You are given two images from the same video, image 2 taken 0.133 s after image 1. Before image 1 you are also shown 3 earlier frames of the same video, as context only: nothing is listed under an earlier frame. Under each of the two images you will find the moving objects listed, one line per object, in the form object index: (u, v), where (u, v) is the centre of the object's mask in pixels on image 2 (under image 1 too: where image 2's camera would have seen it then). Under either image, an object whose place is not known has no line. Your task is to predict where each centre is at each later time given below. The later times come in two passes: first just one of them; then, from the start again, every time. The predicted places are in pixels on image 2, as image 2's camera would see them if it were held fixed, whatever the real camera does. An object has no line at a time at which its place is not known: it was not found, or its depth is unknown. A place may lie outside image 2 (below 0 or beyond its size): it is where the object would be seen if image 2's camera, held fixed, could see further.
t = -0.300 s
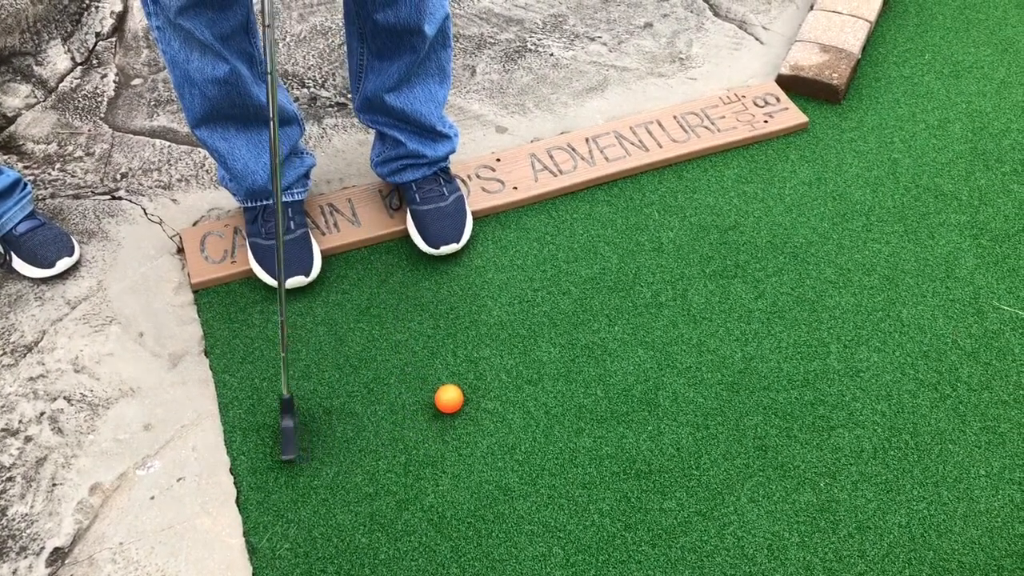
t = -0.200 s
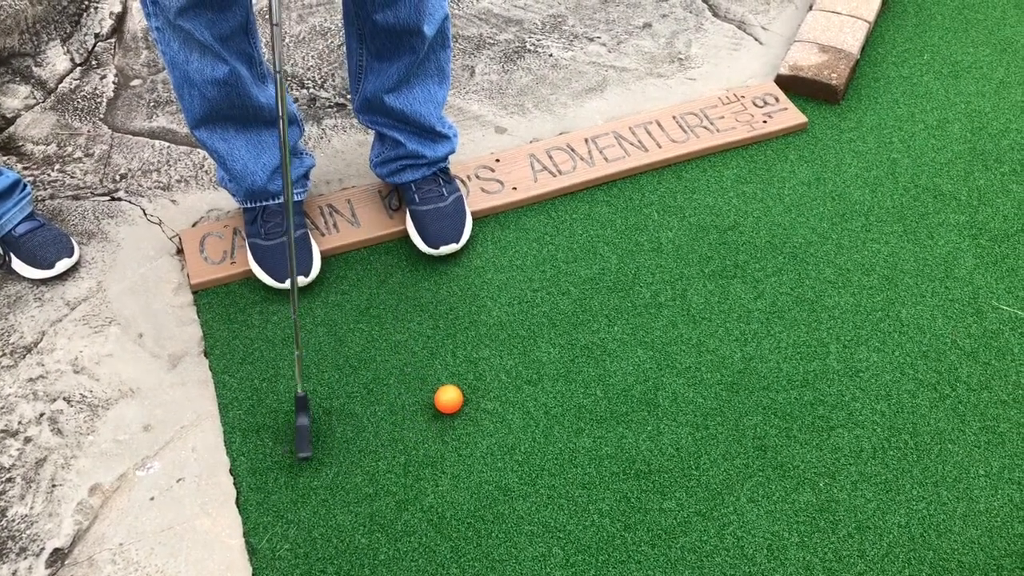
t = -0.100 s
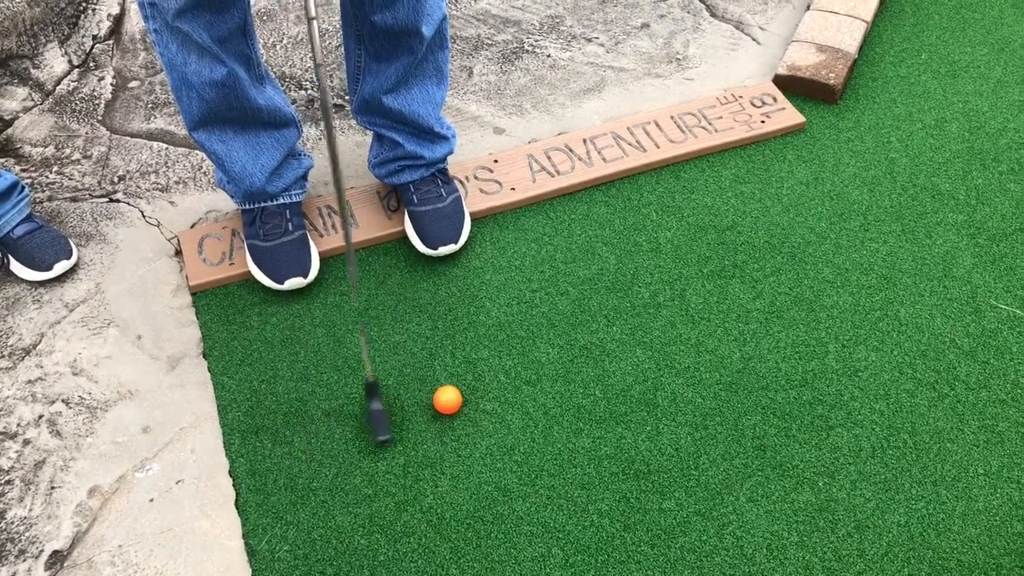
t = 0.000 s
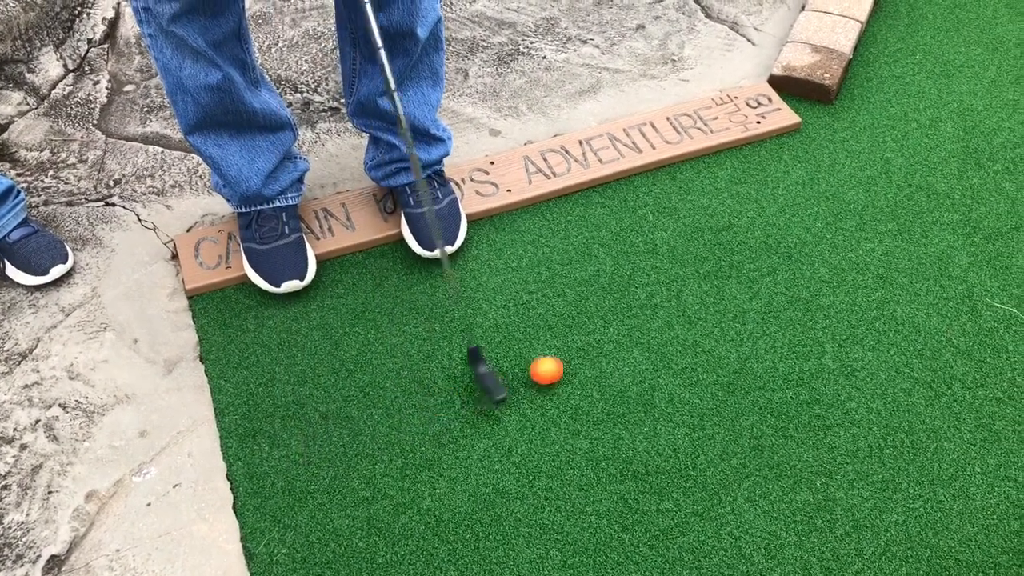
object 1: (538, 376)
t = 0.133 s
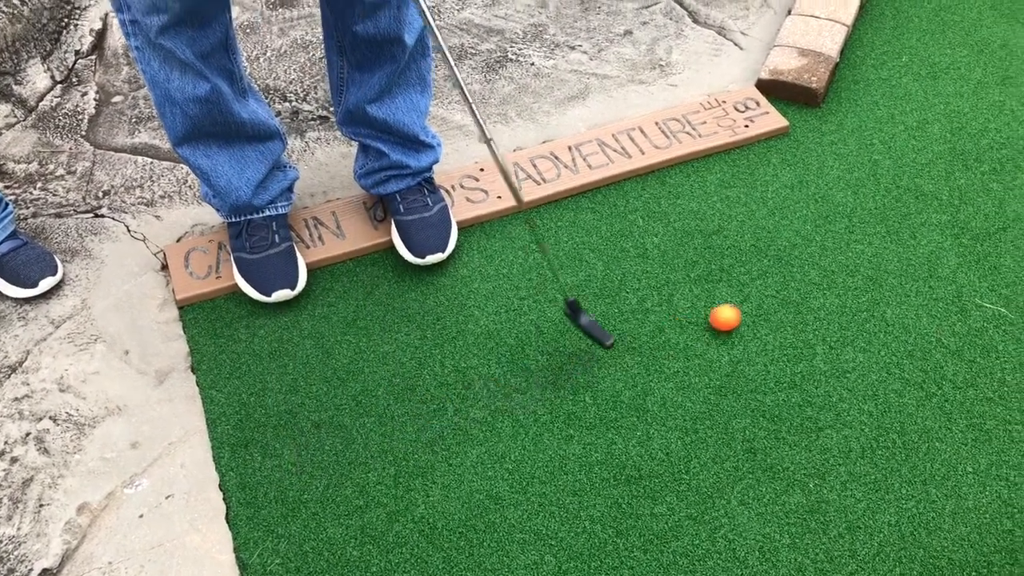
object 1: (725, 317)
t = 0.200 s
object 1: (799, 294)
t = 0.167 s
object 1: (763, 306)
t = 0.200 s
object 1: (799, 294)
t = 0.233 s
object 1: (834, 283)
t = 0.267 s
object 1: (866, 272)
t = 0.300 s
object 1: (898, 263)
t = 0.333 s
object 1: (928, 253)
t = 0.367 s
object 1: (958, 244)
